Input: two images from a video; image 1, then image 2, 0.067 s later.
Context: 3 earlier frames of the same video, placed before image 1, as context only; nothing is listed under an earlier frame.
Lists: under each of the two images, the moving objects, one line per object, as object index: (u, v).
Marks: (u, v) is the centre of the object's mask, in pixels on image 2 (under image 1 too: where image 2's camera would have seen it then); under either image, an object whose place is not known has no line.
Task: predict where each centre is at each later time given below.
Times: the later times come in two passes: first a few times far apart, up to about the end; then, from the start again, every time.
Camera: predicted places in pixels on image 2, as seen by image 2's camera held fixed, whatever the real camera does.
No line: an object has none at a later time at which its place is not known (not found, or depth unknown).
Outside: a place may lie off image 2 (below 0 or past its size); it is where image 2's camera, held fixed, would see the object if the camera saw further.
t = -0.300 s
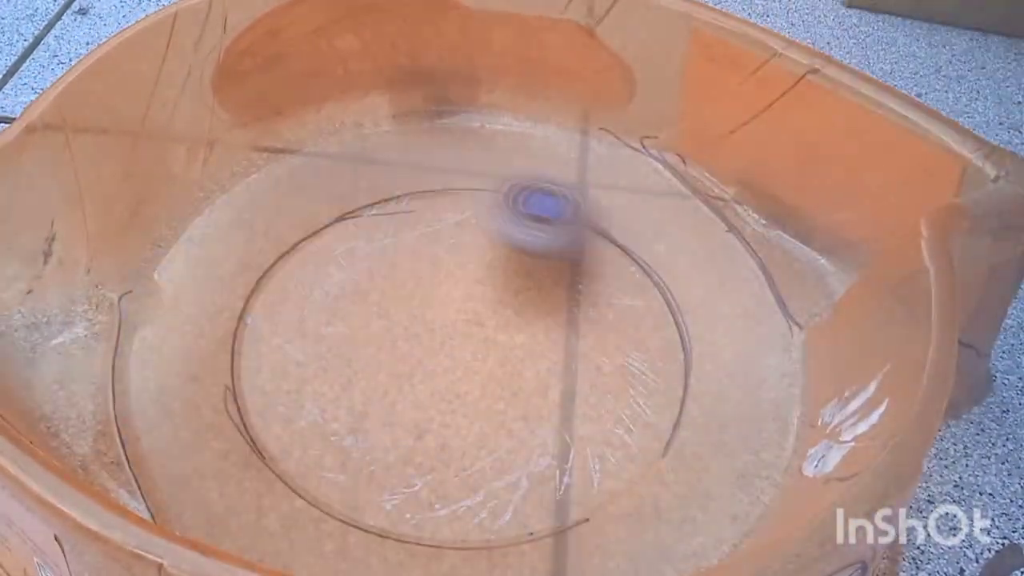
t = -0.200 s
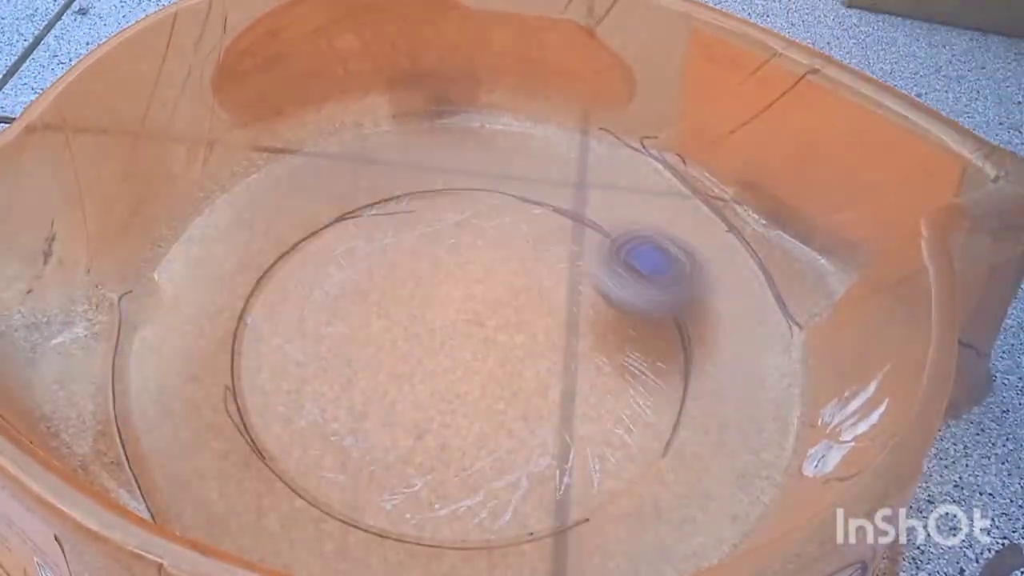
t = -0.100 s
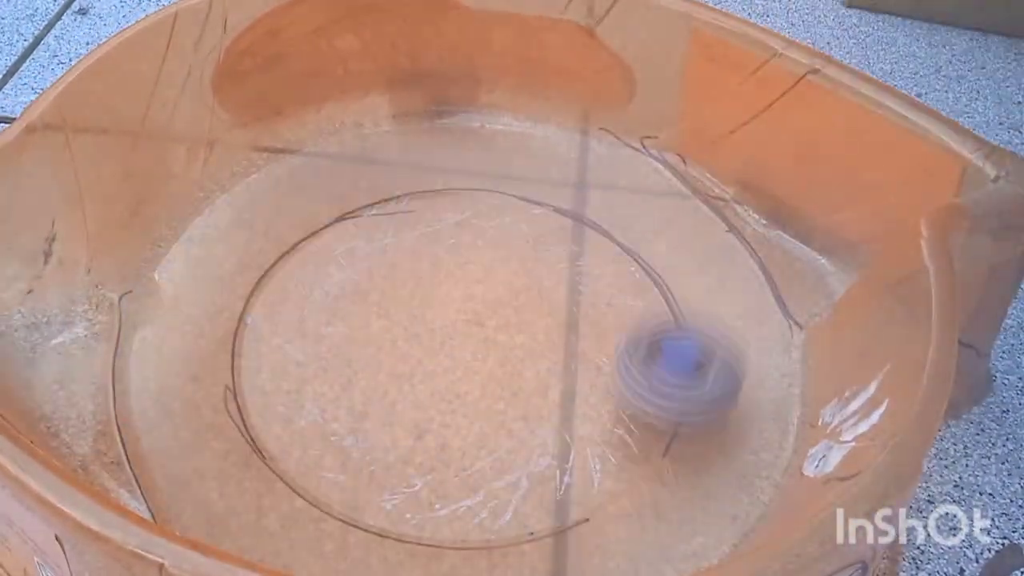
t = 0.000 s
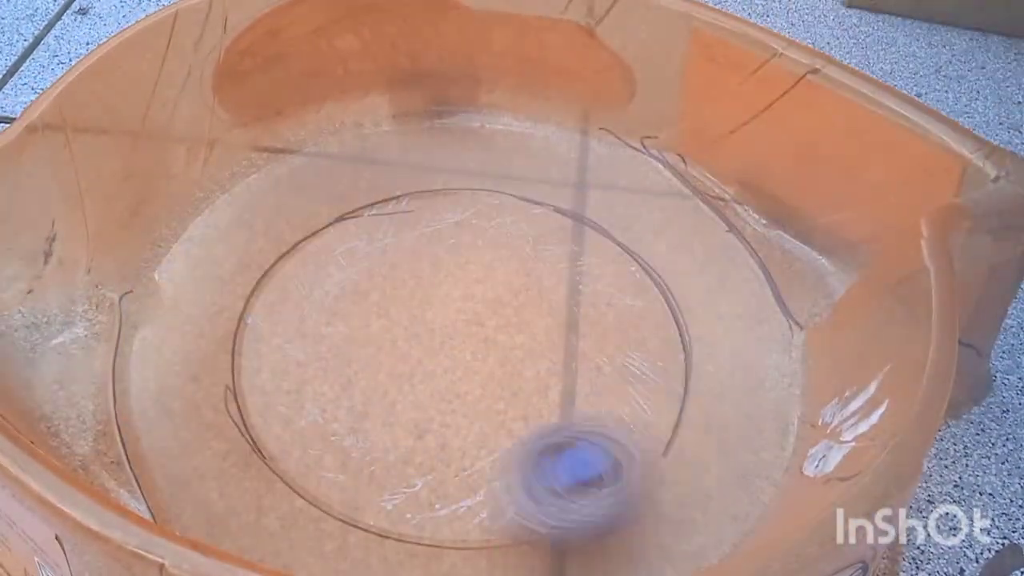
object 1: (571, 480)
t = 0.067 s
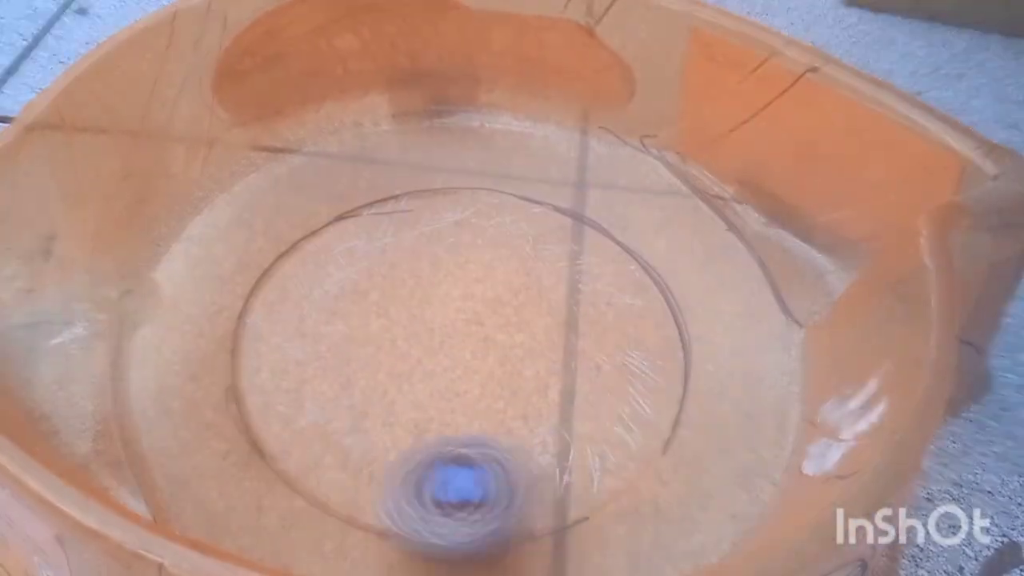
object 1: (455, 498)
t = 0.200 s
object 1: (306, 414)
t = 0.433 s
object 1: (379, 219)
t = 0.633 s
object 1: (576, 195)
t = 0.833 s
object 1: (633, 361)
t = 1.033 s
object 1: (401, 428)
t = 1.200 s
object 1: (248, 319)
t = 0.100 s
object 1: (410, 490)
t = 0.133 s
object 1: (370, 473)
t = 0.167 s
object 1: (333, 446)
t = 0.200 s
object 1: (306, 414)
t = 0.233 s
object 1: (294, 384)
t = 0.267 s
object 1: (292, 350)
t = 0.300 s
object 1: (299, 317)
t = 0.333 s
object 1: (313, 287)
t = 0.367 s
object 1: (332, 262)
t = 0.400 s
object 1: (354, 239)
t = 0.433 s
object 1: (379, 219)
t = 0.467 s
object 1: (408, 204)
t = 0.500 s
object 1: (439, 191)
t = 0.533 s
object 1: (473, 186)
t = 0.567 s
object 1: (506, 184)
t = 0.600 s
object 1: (541, 186)
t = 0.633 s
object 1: (576, 195)
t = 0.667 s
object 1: (607, 217)
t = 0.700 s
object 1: (633, 243)
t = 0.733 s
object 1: (653, 273)
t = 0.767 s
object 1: (660, 301)
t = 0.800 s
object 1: (651, 333)
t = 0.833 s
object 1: (633, 361)
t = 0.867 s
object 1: (606, 388)
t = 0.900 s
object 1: (574, 409)
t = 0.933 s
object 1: (535, 424)
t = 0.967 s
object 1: (491, 432)
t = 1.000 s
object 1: (445, 432)
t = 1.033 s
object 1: (401, 428)
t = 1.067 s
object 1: (354, 417)
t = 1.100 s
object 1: (314, 398)
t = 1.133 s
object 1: (284, 375)
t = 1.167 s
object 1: (261, 349)
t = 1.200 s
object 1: (248, 319)
